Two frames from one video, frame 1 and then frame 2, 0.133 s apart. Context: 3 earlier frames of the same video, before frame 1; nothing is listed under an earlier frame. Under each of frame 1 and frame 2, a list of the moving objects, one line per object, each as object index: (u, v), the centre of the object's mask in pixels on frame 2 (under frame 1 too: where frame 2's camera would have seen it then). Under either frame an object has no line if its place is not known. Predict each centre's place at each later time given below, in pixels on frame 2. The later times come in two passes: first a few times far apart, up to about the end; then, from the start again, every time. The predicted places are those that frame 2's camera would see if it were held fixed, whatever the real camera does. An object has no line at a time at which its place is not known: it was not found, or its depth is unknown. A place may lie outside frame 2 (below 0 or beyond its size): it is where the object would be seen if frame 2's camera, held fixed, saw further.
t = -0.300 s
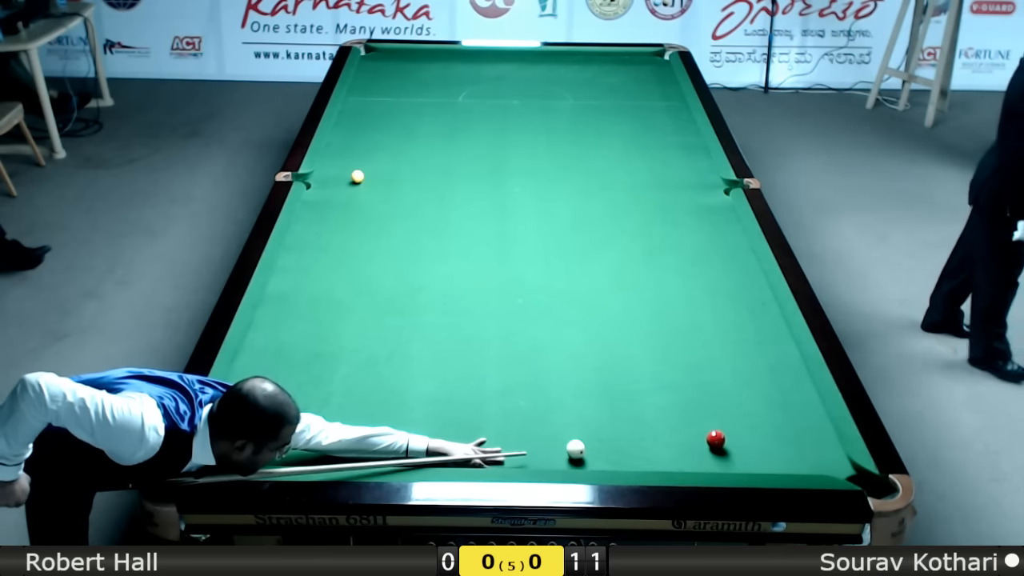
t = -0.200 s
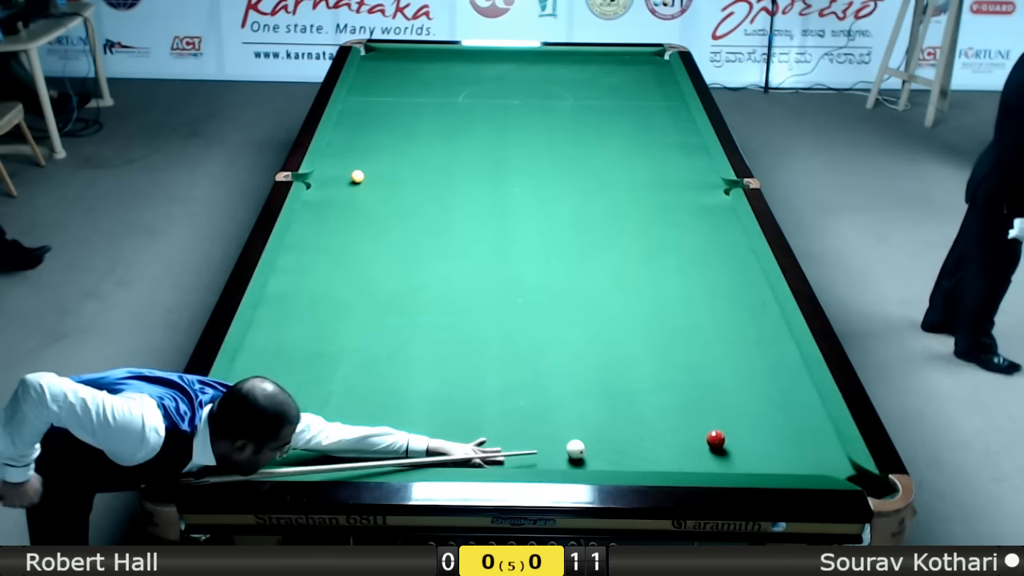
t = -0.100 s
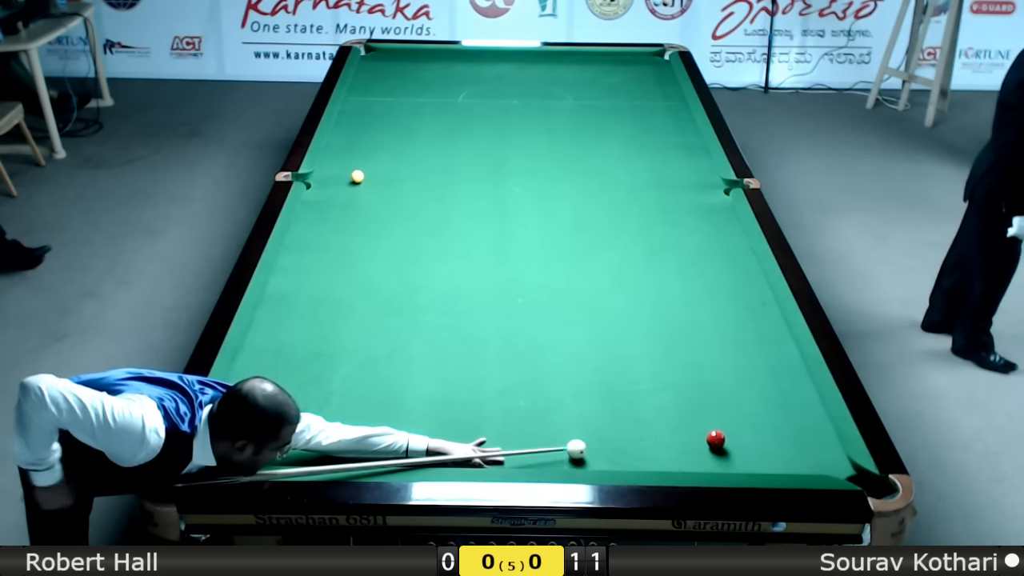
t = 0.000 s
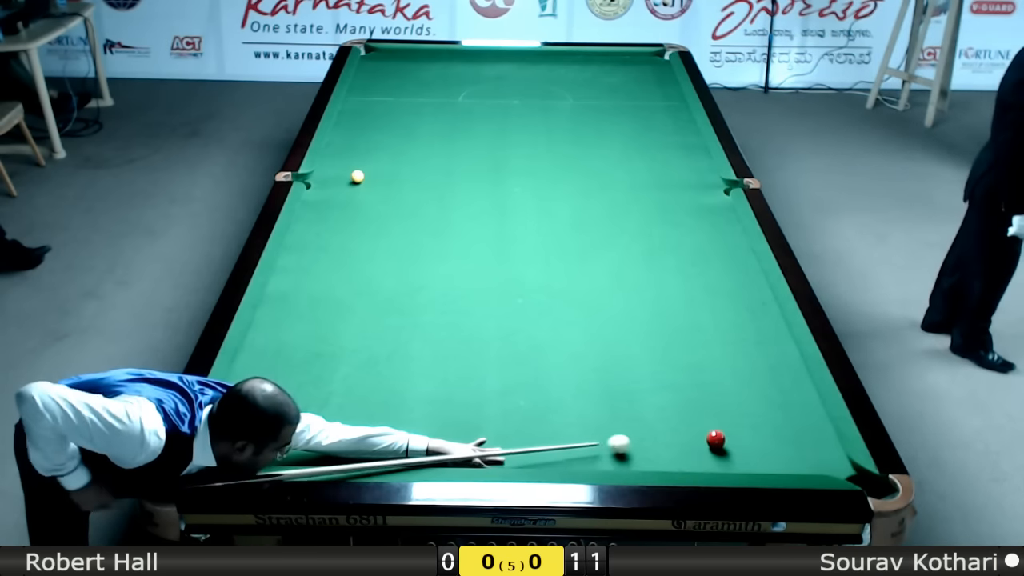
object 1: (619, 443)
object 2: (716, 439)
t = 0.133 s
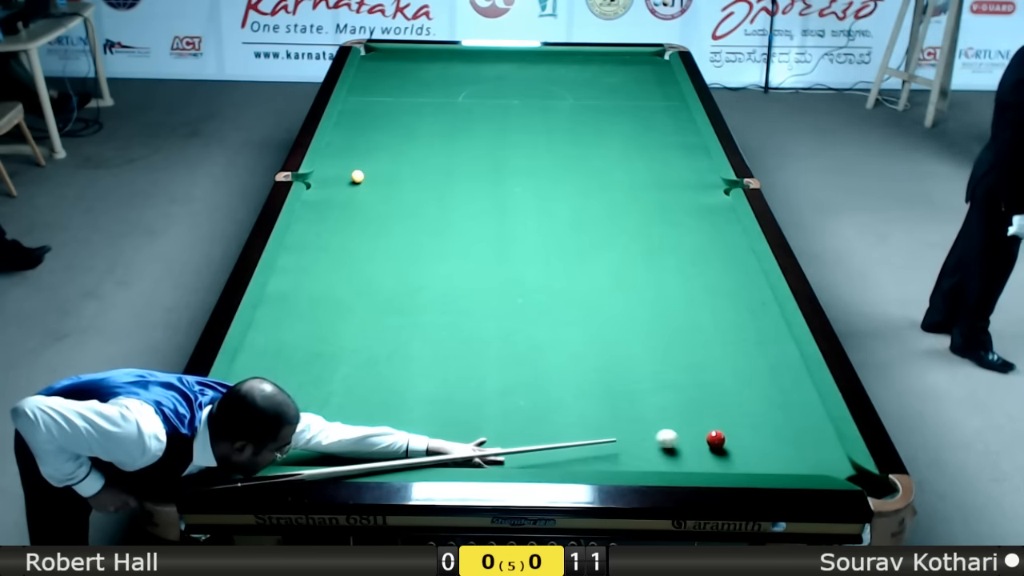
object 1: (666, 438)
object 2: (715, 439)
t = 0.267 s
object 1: (699, 430)
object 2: (728, 442)
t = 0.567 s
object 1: (724, 404)
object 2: (790, 455)
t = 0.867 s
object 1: (747, 382)
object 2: (847, 469)
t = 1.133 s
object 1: (766, 364)
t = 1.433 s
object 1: (785, 346)
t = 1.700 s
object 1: (770, 332)
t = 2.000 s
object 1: (751, 319)
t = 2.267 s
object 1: (735, 309)
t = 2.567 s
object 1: (720, 299)
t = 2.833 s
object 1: (708, 291)
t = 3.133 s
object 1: (697, 283)
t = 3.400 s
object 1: (687, 277)
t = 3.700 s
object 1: (679, 272)
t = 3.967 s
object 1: (672, 268)
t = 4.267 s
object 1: (667, 264)
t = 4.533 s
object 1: (662, 261)
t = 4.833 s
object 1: (659, 259)
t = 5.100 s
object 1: (658, 258)
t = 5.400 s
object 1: (657, 257)
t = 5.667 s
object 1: (657, 258)
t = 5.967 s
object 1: (657, 258)
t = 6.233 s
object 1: (657, 258)
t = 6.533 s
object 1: (657, 257)
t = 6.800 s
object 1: (657, 258)
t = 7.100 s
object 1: (657, 258)
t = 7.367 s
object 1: (657, 257)
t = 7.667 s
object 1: (657, 258)
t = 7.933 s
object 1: (657, 258)
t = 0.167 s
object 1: (678, 437)
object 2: (715, 439)
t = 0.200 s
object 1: (689, 435)
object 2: (715, 439)
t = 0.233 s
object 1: (697, 434)
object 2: (719, 440)
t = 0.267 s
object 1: (699, 430)
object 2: (728, 442)
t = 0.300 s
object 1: (701, 427)
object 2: (737, 444)
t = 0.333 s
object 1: (704, 424)
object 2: (745, 445)
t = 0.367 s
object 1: (707, 421)
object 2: (752, 447)
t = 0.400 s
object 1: (709, 418)
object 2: (758, 448)
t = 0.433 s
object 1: (713, 415)
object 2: (764, 450)
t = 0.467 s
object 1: (715, 413)
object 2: (771, 451)
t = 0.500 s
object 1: (718, 410)
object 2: (777, 453)
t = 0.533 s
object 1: (721, 407)
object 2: (784, 454)
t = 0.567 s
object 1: (724, 404)
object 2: (790, 455)
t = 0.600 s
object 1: (727, 402)
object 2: (797, 457)
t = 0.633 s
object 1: (729, 399)
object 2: (803, 459)
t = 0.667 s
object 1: (732, 396)
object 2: (809, 460)
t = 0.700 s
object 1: (735, 394)
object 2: (816, 462)
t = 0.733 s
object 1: (737, 391)
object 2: (822, 463)
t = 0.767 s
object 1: (740, 389)
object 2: (829, 465)
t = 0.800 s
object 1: (742, 386)
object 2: (835, 465)
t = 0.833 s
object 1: (745, 384)
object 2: (841, 467)
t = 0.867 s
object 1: (747, 382)
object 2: (847, 469)
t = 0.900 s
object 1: (750, 379)
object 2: (852, 471)
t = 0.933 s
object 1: (752, 377)
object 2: (855, 476)
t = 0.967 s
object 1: (755, 375)
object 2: (857, 481)
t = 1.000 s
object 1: (757, 372)
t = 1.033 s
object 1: (759, 370)
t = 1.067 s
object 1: (762, 368)
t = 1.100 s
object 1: (764, 366)
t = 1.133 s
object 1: (766, 364)
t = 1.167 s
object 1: (768, 361)
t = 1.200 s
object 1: (771, 359)
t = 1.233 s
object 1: (773, 357)
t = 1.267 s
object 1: (775, 355)
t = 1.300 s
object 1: (777, 353)
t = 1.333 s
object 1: (779, 351)
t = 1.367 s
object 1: (781, 349)
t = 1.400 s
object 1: (783, 347)
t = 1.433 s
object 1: (785, 346)
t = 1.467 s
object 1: (787, 344)
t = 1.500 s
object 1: (785, 342)
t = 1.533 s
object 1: (782, 340)
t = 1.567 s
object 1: (780, 339)
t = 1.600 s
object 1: (777, 337)
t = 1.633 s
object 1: (775, 335)
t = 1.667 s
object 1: (773, 334)
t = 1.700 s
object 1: (770, 332)
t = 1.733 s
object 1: (768, 331)
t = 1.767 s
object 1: (766, 329)
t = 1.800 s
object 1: (763, 328)
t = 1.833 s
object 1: (761, 326)
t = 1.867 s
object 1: (759, 325)
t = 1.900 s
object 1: (757, 323)
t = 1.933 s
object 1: (755, 322)
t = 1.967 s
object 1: (753, 320)
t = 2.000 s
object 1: (751, 319)
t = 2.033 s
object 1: (749, 318)
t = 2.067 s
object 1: (746, 317)
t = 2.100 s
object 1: (745, 315)
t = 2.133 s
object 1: (743, 314)
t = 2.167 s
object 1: (741, 313)
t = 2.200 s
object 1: (739, 311)
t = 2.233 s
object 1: (737, 310)
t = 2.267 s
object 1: (735, 309)
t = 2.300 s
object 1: (734, 308)
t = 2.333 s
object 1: (732, 307)
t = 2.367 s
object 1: (730, 305)
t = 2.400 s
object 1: (728, 304)
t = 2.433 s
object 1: (727, 303)
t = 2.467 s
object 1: (725, 302)
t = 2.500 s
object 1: (723, 301)
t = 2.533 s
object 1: (722, 300)
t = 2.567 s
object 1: (720, 299)
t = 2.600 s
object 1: (718, 298)
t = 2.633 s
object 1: (717, 297)
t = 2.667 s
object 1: (715, 296)
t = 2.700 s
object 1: (714, 295)
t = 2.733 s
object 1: (712, 294)
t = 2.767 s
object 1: (711, 293)
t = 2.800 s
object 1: (709, 292)
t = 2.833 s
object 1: (708, 291)
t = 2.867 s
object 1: (707, 290)
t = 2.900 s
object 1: (706, 289)
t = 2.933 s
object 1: (704, 288)
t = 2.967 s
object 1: (703, 288)
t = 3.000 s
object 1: (701, 287)
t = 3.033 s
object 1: (700, 286)
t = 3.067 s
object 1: (699, 285)
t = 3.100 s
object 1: (698, 284)
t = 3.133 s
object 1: (697, 283)
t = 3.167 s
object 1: (695, 283)
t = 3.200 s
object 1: (694, 282)
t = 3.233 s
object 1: (693, 281)
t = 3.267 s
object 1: (692, 280)
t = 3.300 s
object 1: (691, 280)
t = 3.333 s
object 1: (689, 278)
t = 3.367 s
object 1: (689, 278)
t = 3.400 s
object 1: (687, 277)
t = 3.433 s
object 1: (687, 277)
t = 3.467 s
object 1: (686, 276)
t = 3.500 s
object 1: (685, 275)
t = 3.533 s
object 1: (683, 275)
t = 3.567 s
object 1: (682, 274)
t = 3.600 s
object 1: (682, 273)
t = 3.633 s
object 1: (681, 273)
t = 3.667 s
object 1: (680, 272)
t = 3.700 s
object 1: (679, 272)
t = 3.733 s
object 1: (678, 271)
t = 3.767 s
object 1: (677, 270)
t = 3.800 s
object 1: (676, 270)
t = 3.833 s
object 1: (675, 269)
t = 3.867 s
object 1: (675, 269)
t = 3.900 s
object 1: (674, 269)
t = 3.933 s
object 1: (673, 268)
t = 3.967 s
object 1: (672, 268)
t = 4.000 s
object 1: (672, 267)
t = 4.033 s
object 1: (671, 266)
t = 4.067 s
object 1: (670, 266)
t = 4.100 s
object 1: (670, 266)
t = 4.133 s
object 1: (669, 265)
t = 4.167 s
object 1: (668, 265)
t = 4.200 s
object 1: (668, 264)
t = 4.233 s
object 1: (667, 264)
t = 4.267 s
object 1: (667, 264)
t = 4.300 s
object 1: (666, 263)
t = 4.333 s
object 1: (665, 263)
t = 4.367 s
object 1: (665, 262)
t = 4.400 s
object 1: (664, 262)
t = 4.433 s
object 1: (664, 262)
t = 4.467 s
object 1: (663, 261)
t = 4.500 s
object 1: (663, 261)
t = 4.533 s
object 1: (662, 261)
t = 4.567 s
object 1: (662, 261)
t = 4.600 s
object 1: (662, 260)
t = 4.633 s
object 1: (661, 260)
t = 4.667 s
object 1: (661, 260)
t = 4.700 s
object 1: (660, 260)
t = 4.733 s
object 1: (660, 259)
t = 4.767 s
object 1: (660, 259)
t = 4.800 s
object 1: (659, 259)
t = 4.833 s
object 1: (659, 259)
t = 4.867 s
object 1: (659, 259)
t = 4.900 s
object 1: (659, 258)
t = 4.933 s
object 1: (658, 258)
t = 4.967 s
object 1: (658, 258)
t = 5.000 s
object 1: (658, 258)
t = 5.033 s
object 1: (658, 258)
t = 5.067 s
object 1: (658, 258)
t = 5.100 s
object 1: (658, 258)
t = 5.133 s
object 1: (658, 258)
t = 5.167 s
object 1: (657, 257)
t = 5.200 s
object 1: (657, 257)
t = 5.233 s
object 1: (657, 258)
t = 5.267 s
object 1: (657, 257)
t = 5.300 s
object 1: (657, 257)
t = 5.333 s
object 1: (657, 257)
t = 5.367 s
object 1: (657, 257)
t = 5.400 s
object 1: (657, 257)
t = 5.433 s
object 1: (657, 257)
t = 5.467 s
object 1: (657, 257)
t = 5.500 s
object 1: (657, 257)
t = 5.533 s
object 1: (657, 257)
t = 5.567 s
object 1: (657, 258)
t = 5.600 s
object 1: (657, 258)
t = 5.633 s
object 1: (657, 258)
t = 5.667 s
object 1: (657, 258)
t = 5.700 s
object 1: (657, 258)
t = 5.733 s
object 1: (657, 258)
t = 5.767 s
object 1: (657, 258)
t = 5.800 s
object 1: (657, 258)
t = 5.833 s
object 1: (657, 257)
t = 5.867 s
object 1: (657, 257)
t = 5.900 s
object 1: (657, 257)
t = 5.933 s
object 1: (657, 258)
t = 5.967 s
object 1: (657, 258)
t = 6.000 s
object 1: (657, 257)
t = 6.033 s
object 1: (657, 258)
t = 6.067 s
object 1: (657, 258)
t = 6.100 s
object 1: (657, 258)
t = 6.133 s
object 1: (657, 258)
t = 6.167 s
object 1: (657, 258)
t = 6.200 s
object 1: (657, 258)
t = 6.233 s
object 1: (657, 258)
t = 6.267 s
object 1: (657, 258)
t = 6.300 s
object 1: (657, 257)
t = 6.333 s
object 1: (657, 257)
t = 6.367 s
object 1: (657, 257)
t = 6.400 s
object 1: (657, 257)
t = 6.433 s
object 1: (657, 257)
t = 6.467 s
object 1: (657, 257)
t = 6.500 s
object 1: (657, 257)
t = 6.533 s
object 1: (657, 257)
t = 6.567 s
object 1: (657, 258)
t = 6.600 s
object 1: (657, 258)
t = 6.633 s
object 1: (657, 258)
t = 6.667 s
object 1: (658, 258)
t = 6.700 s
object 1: (657, 257)
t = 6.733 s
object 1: (657, 258)
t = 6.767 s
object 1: (657, 258)
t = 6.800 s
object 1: (657, 258)
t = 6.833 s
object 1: (657, 258)
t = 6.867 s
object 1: (657, 258)
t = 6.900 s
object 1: (657, 257)
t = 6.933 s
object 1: (657, 258)
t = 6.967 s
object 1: (657, 258)
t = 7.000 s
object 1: (657, 258)
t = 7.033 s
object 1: (657, 258)
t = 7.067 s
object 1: (657, 258)
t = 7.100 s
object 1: (657, 258)
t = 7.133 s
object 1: (657, 258)
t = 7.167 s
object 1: (657, 258)
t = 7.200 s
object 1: (657, 258)
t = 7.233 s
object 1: (657, 258)
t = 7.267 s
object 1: (657, 258)
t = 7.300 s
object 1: (657, 258)
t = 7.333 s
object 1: (657, 257)
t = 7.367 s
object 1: (657, 257)
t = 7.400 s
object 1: (657, 258)
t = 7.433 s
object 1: (657, 258)
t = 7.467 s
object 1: (657, 257)
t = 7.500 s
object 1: (657, 258)
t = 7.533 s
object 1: (657, 257)
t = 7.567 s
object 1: (657, 257)
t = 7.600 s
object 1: (657, 258)
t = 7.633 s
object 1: (657, 257)
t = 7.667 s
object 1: (657, 258)
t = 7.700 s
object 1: (657, 258)
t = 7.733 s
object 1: (657, 258)
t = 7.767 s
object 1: (657, 258)
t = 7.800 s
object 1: (657, 258)
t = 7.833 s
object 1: (657, 258)
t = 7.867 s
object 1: (657, 258)
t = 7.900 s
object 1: (657, 257)
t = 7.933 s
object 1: (657, 258)
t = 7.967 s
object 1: (657, 257)
